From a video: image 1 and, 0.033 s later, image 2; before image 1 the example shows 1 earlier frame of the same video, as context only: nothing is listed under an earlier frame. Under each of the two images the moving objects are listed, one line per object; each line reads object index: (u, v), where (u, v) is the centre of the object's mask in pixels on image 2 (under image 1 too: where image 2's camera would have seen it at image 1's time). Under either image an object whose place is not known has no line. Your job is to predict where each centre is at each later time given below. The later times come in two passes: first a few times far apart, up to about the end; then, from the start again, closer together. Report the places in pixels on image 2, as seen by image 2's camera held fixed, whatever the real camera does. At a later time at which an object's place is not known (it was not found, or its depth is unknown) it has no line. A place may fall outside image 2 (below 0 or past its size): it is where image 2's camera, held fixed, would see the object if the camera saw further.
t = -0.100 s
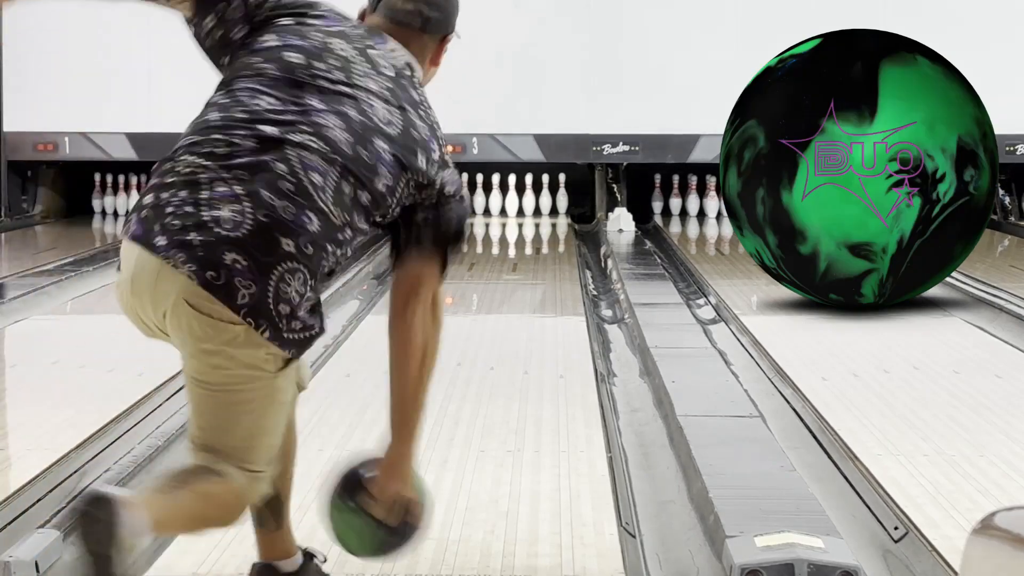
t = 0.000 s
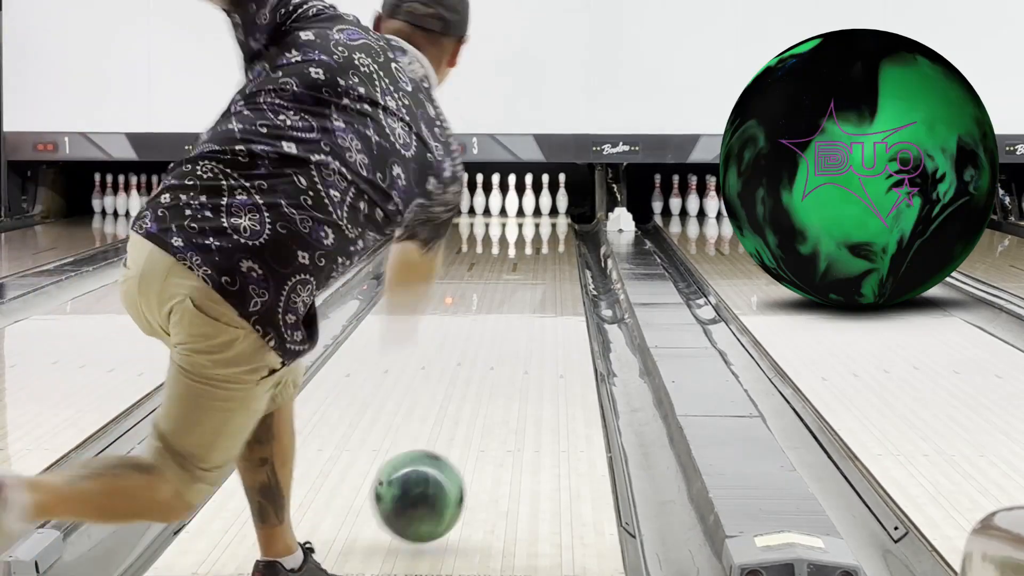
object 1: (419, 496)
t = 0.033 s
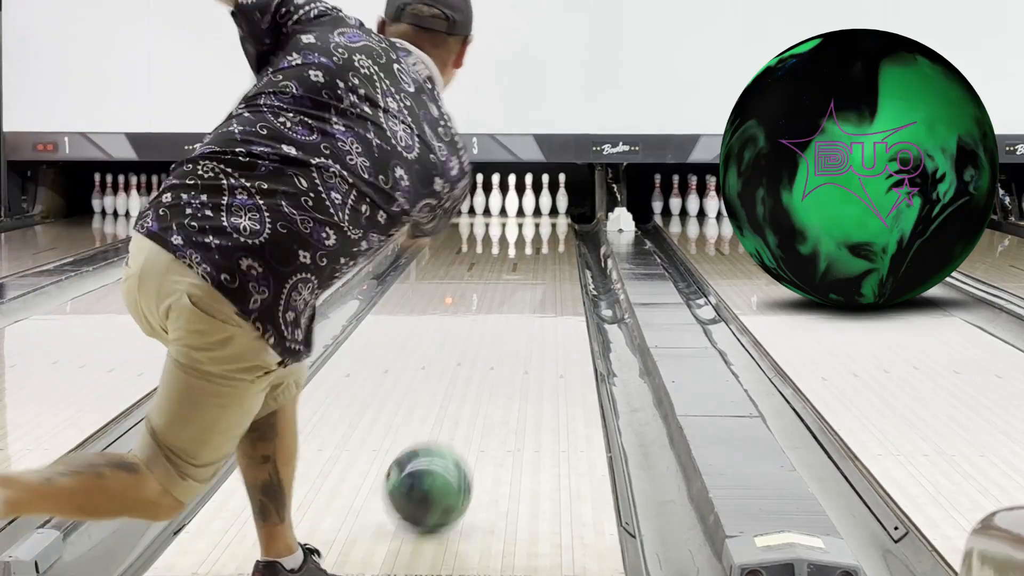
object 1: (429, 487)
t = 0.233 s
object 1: (470, 410)
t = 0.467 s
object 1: (500, 351)
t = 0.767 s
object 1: (525, 302)
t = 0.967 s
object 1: (535, 278)
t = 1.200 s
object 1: (543, 257)
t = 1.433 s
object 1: (547, 241)
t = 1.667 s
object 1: (549, 229)
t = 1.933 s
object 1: (540, 217)
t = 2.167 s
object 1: (526, 209)
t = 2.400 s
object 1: (511, 205)
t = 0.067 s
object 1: (437, 471)
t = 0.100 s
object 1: (445, 458)
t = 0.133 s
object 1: (452, 445)
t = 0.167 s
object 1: (459, 433)
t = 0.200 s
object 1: (464, 421)
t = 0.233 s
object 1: (470, 410)
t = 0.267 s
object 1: (475, 400)
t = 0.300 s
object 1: (480, 390)
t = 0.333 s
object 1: (485, 381)
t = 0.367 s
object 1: (489, 373)
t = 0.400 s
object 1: (493, 365)
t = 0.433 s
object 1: (497, 358)
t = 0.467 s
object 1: (500, 351)
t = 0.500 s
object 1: (504, 344)
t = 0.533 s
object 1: (507, 339)
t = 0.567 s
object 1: (510, 332)
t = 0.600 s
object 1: (513, 327)
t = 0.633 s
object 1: (515, 322)
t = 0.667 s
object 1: (518, 316)
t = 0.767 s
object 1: (525, 302)
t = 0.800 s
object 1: (527, 298)
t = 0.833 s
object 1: (528, 294)
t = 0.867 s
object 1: (530, 290)
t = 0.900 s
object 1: (532, 286)
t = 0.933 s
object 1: (534, 282)
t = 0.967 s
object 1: (535, 278)
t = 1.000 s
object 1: (536, 275)
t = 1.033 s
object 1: (538, 272)
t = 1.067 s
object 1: (539, 269)
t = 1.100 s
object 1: (540, 266)
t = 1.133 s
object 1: (541, 263)
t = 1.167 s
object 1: (542, 260)
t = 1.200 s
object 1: (543, 257)
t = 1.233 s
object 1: (544, 255)
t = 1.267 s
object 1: (544, 252)
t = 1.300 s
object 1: (545, 250)
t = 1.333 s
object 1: (546, 248)
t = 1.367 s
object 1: (547, 246)
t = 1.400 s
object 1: (547, 243)
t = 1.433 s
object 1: (547, 241)
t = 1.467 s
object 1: (548, 239)
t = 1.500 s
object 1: (548, 238)
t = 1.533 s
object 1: (548, 236)
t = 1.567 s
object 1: (548, 234)
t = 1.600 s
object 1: (548, 232)
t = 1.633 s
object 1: (548, 230)
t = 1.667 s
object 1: (549, 229)
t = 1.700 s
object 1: (548, 228)
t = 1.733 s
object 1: (547, 226)
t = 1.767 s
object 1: (547, 224)
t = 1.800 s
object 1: (545, 222)
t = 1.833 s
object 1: (545, 221)
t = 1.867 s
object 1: (543, 220)
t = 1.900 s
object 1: (542, 218)
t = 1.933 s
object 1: (540, 217)
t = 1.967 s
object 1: (538, 216)
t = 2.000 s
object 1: (537, 215)
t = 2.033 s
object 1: (534, 214)
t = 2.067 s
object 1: (532, 213)
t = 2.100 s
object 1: (530, 212)
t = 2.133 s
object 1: (528, 211)
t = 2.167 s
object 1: (526, 209)
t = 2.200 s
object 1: (524, 209)
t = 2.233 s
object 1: (522, 207)
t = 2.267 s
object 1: (519, 207)
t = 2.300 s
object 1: (517, 206)
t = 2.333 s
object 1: (517, 205)
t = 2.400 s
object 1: (511, 205)
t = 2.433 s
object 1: (512, 203)
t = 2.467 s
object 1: (511, 202)
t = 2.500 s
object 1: (510, 202)
